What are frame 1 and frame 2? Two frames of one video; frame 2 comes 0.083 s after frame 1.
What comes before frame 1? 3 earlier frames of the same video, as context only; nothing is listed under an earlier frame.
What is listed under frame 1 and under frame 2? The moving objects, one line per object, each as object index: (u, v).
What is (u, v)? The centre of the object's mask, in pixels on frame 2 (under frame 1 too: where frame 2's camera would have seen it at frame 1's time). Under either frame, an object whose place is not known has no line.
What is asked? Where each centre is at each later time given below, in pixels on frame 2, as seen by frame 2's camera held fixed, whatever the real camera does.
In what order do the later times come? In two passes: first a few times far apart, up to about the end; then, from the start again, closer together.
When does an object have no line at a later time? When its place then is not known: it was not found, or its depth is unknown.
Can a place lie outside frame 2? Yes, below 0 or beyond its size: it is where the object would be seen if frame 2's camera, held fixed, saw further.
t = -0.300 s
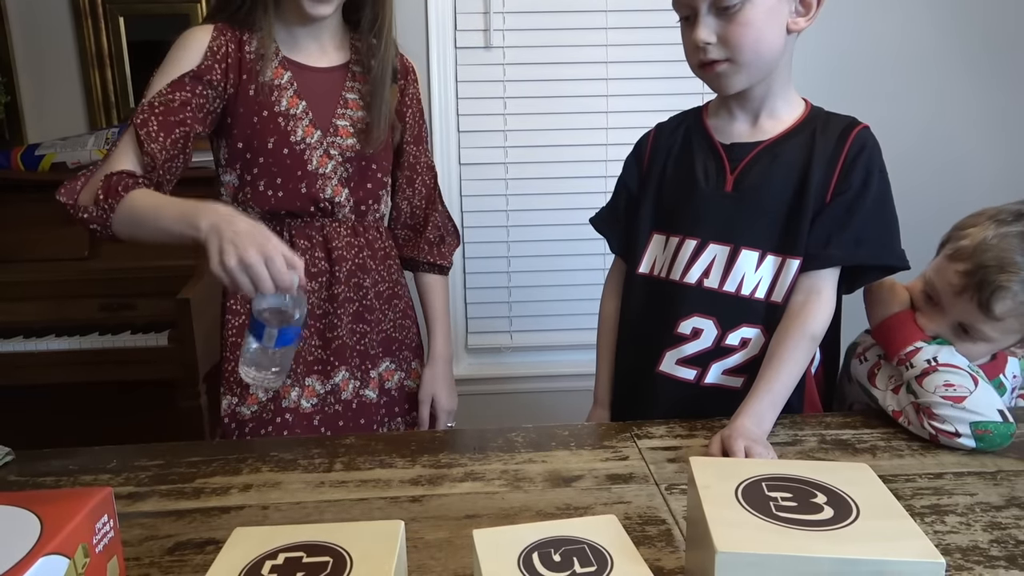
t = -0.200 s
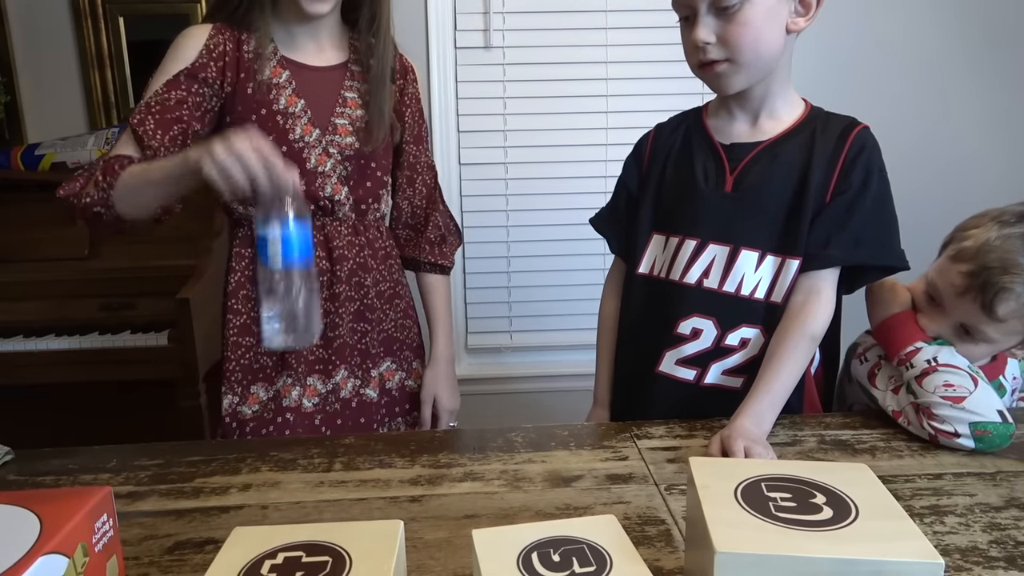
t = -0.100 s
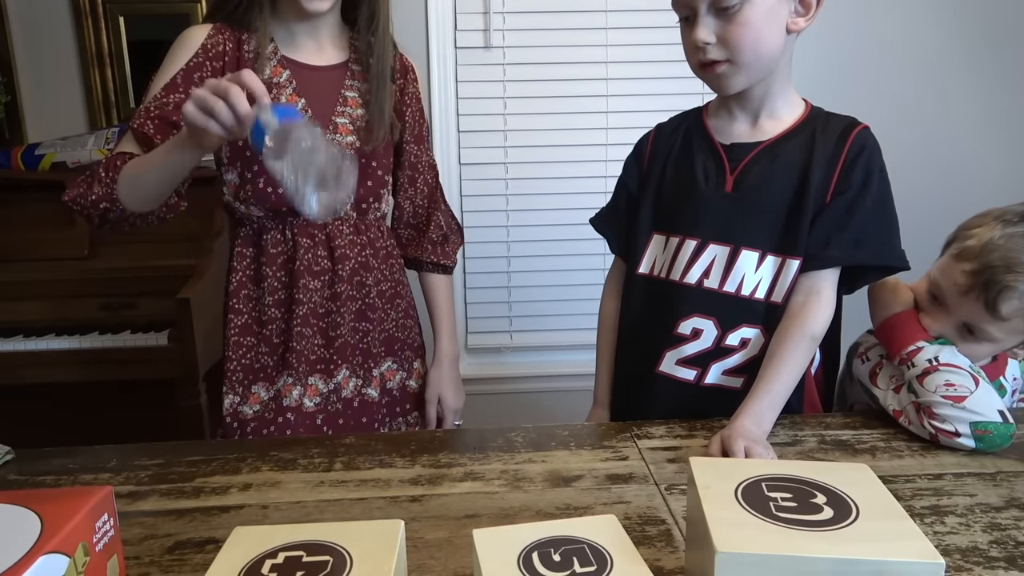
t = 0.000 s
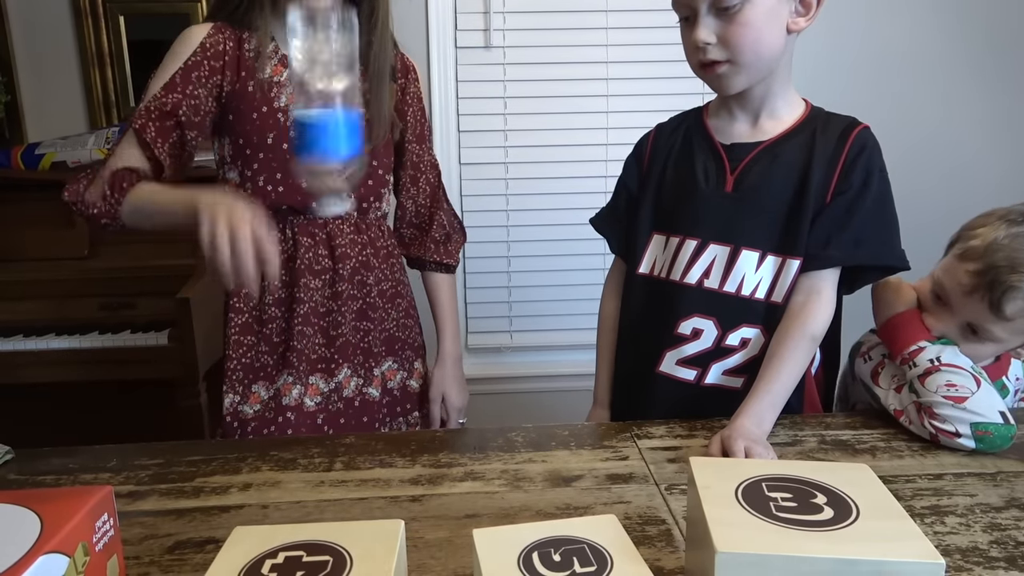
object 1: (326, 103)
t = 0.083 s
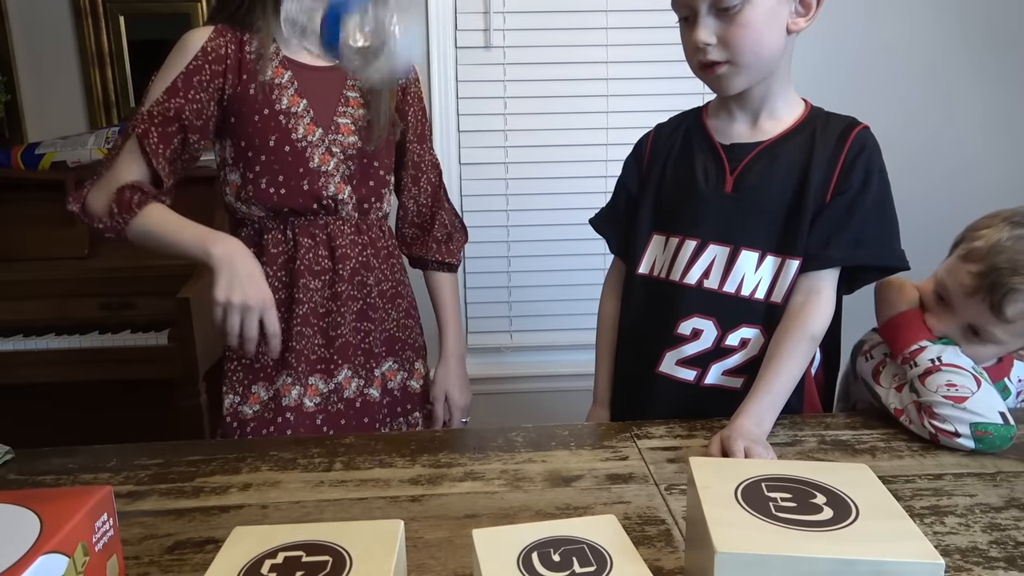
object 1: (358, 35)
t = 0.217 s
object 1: (362, 115)
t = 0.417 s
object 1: (388, 406)
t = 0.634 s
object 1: (391, 404)
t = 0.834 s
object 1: (412, 419)
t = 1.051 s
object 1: (423, 423)
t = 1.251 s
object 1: (420, 422)
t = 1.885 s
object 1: (422, 426)
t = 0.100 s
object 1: (348, 30)
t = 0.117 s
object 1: (339, 37)
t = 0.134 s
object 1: (341, 46)
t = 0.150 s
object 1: (346, 57)
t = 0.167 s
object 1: (351, 68)
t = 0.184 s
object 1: (355, 81)
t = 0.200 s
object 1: (359, 96)
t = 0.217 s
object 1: (362, 115)
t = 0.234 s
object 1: (367, 140)
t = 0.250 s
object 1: (369, 174)
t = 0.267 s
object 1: (373, 213)
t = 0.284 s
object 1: (377, 254)
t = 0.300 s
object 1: (382, 299)
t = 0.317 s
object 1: (387, 349)
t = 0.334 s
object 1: (391, 395)
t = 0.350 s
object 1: (392, 413)
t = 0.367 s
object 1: (389, 408)
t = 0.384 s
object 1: (388, 407)
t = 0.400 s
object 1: (388, 406)
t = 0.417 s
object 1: (388, 406)
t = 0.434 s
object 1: (388, 406)
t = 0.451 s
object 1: (388, 406)
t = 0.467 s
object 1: (388, 405)
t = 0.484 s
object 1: (388, 405)
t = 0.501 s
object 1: (388, 405)
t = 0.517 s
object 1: (388, 405)
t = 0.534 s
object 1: (389, 404)
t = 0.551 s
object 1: (389, 404)
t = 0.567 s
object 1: (389, 404)
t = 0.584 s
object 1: (390, 404)
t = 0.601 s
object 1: (390, 404)
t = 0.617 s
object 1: (390, 404)
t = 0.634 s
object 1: (391, 404)
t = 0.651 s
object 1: (391, 404)
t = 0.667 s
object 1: (392, 404)
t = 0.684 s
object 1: (393, 404)
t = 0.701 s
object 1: (394, 404)
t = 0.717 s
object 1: (395, 405)
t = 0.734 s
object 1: (397, 405)
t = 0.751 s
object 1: (399, 407)
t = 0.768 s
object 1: (402, 410)
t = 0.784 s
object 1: (406, 412)
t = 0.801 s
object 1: (410, 415)
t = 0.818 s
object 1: (412, 418)
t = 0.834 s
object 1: (412, 419)
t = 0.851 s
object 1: (413, 420)
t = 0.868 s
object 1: (415, 421)
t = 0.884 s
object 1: (417, 421)
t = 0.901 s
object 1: (418, 422)
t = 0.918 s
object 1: (420, 422)
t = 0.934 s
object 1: (420, 422)
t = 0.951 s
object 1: (419, 422)
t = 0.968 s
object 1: (418, 421)
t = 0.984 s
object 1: (418, 422)
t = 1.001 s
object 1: (420, 422)
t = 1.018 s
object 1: (422, 423)
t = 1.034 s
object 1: (423, 423)
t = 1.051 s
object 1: (423, 423)
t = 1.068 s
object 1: (421, 423)
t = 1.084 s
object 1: (419, 422)
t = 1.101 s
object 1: (418, 422)
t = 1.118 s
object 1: (418, 422)
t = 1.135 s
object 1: (420, 423)
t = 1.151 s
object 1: (422, 423)
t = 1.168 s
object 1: (422, 423)
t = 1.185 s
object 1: (422, 423)
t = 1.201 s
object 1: (420, 422)
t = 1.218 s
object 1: (419, 422)
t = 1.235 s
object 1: (419, 422)
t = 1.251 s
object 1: (420, 422)
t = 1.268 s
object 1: (422, 422)
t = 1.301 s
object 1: (422, 422)
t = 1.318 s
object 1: (420, 420)
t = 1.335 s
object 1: (420, 418)
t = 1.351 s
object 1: (420, 416)
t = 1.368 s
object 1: (420, 414)
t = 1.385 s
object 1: (421, 413)
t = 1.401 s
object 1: (421, 413)
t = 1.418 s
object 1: (420, 413)
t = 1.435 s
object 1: (419, 414)
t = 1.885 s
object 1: (422, 426)
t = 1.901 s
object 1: (422, 425)
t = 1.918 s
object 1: (422, 425)
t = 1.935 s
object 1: (422, 424)
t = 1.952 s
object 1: (422, 423)
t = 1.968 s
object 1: (422, 423)
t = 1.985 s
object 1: (422, 422)
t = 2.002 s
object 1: (422, 421)
